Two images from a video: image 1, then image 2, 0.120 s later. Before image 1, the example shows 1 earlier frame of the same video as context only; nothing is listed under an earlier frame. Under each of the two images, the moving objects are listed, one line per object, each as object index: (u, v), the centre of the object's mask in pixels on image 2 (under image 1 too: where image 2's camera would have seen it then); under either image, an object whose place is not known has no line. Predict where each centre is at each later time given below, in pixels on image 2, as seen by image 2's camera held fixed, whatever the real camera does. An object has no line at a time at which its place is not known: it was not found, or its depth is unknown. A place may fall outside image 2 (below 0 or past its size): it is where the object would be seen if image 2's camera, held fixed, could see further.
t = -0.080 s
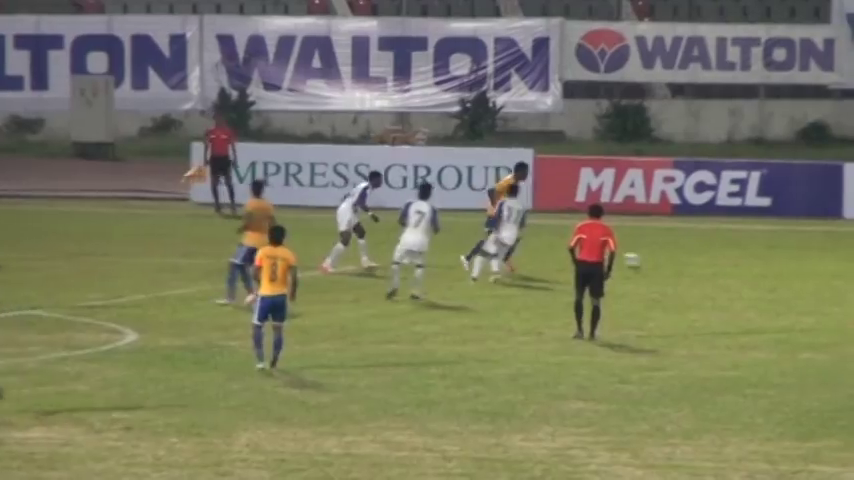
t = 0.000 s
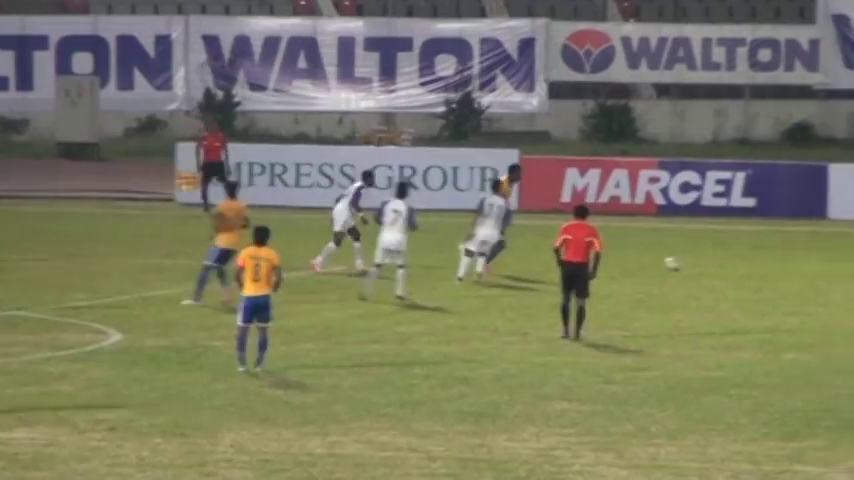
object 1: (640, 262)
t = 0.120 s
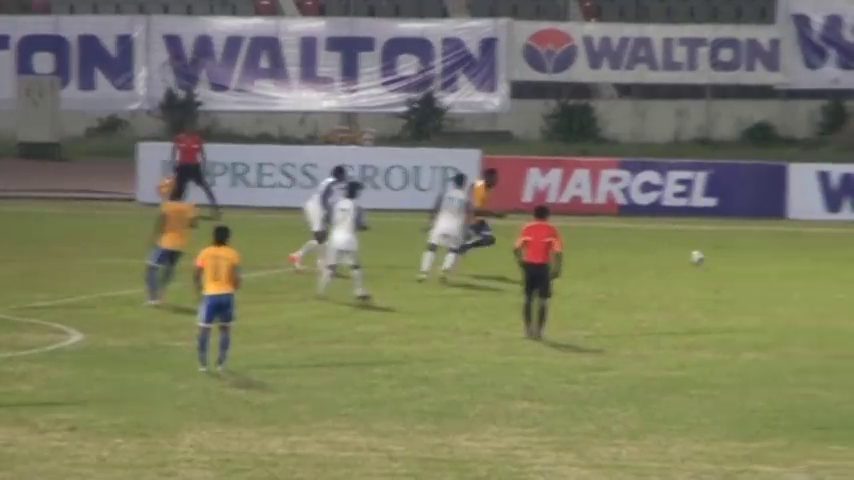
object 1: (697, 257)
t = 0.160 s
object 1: (718, 258)
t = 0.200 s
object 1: (736, 258)
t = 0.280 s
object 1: (775, 261)
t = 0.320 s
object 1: (791, 260)
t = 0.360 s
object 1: (808, 258)
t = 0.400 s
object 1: (824, 259)
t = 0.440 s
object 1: (842, 260)
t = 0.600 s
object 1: (898, 259)
